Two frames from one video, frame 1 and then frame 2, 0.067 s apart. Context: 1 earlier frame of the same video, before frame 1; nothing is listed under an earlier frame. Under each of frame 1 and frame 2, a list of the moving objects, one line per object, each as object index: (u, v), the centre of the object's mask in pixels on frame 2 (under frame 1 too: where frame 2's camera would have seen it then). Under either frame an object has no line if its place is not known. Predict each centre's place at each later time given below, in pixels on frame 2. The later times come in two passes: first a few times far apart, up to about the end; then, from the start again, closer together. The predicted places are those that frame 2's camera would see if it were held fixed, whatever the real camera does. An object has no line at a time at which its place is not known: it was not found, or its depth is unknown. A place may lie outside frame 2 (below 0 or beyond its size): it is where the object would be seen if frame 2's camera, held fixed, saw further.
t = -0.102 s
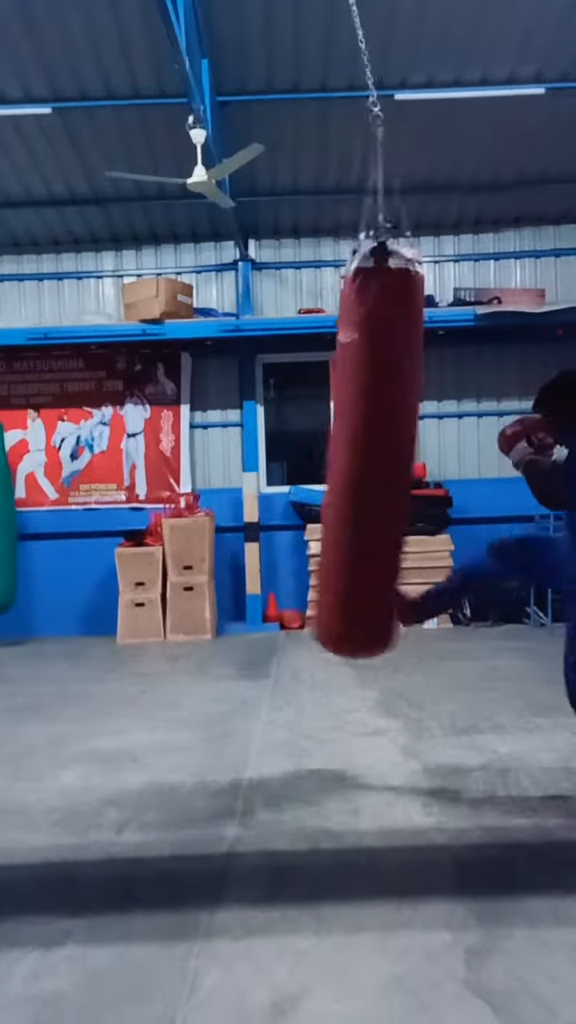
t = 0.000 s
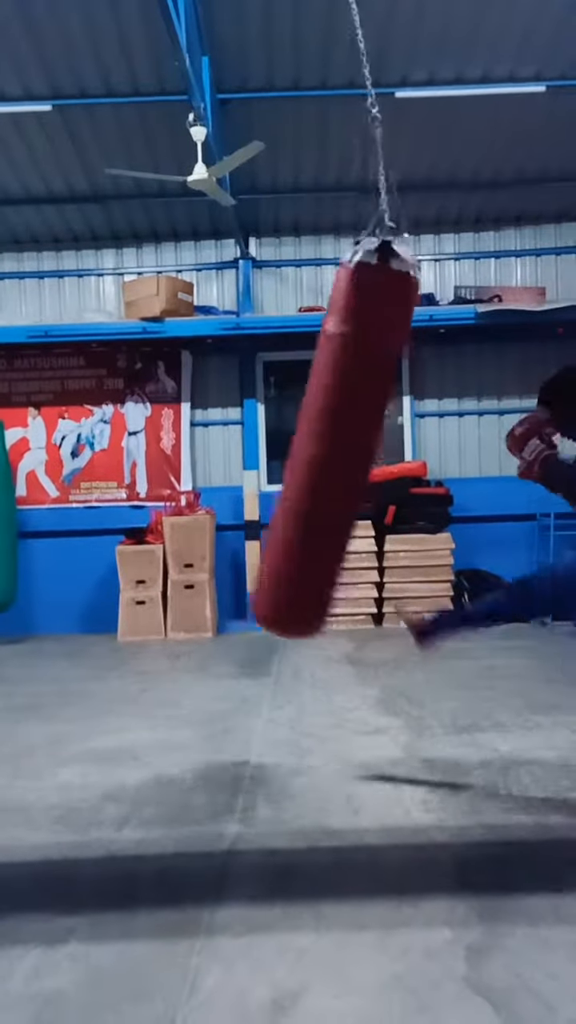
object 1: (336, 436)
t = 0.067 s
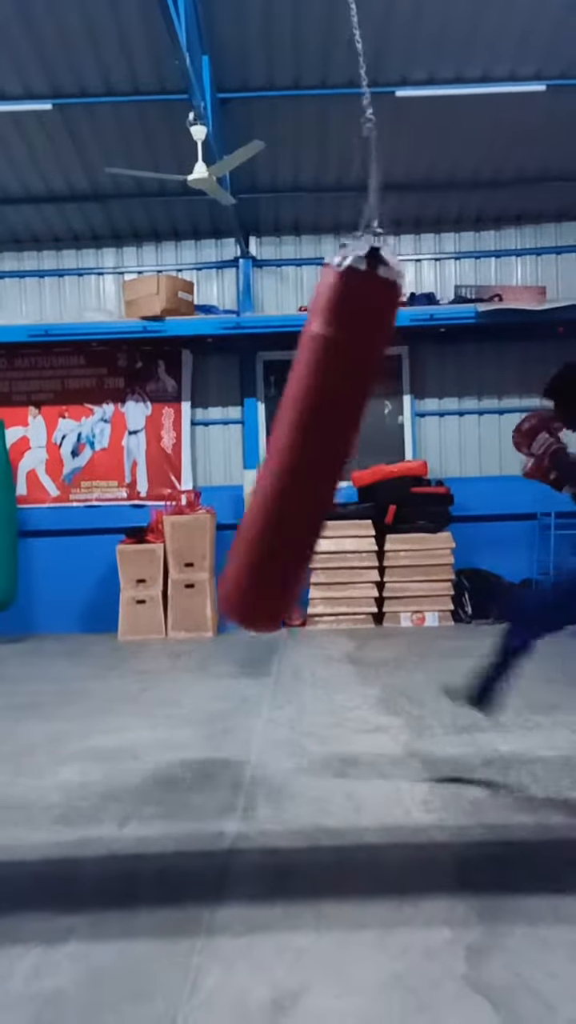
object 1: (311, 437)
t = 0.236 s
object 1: (249, 448)
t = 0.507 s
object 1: (203, 424)
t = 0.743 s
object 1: (213, 425)
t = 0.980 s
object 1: (238, 440)
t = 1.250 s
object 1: (303, 454)
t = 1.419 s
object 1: (373, 451)
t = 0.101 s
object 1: (298, 441)
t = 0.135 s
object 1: (286, 443)
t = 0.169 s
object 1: (272, 448)
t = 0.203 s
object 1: (259, 449)
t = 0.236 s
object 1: (249, 448)
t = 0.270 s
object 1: (241, 446)
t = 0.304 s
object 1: (230, 443)
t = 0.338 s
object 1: (222, 434)
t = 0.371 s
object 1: (217, 429)
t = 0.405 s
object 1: (212, 428)
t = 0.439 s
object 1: (208, 427)
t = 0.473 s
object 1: (204, 426)
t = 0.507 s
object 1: (203, 424)
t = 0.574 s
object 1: (202, 432)
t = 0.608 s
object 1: (201, 431)
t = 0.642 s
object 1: (203, 431)
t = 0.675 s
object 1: (206, 428)
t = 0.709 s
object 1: (209, 427)
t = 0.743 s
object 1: (213, 425)
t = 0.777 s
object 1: (217, 426)
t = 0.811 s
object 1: (220, 427)
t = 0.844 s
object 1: (222, 427)
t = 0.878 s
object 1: (225, 429)
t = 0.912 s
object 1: (230, 431)
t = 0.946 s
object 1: (233, 436)
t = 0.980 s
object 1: (238, 440)
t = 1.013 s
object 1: (243, 446)
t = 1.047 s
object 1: (248, 448)
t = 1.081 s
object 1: (255, 445)
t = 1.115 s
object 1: (262, 447)
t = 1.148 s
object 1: (271, 446)
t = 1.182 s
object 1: (282, 448)
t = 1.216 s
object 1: (292, 452)
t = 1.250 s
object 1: (303, 454)
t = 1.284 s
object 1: (316, 455)
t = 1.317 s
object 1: (332, 464)
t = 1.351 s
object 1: (344, 462)
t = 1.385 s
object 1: (357, 456)
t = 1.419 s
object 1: (373, 451)
